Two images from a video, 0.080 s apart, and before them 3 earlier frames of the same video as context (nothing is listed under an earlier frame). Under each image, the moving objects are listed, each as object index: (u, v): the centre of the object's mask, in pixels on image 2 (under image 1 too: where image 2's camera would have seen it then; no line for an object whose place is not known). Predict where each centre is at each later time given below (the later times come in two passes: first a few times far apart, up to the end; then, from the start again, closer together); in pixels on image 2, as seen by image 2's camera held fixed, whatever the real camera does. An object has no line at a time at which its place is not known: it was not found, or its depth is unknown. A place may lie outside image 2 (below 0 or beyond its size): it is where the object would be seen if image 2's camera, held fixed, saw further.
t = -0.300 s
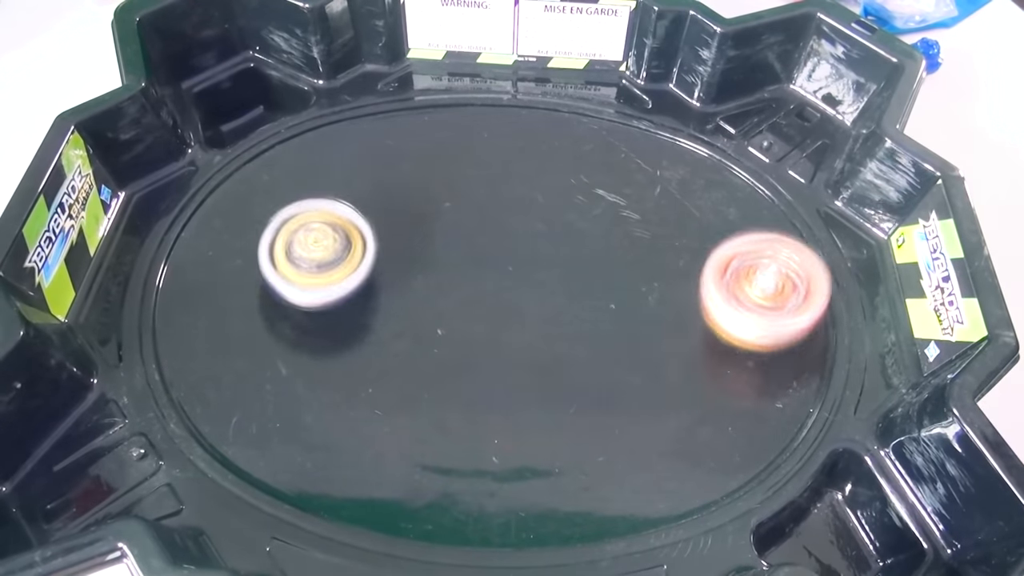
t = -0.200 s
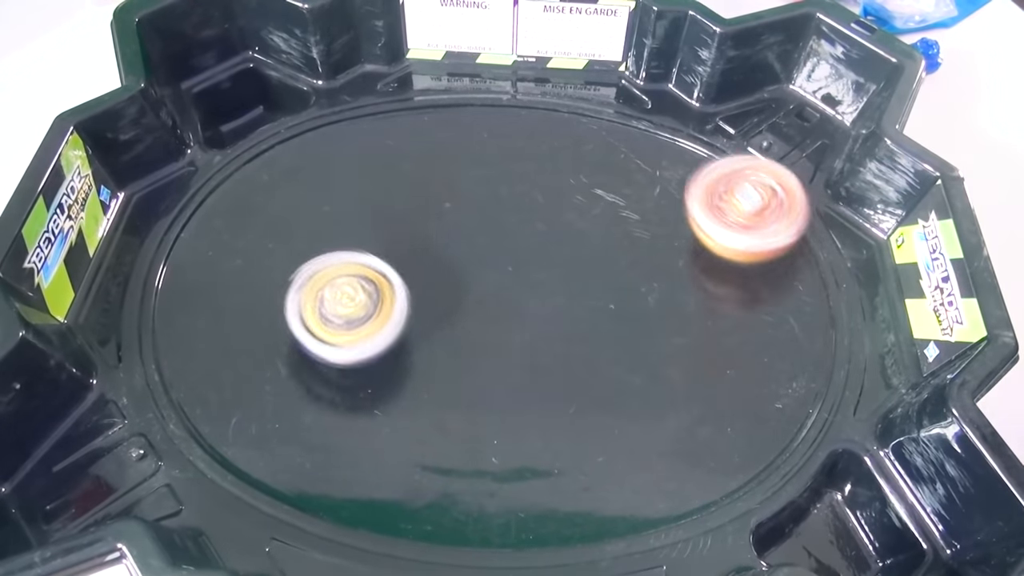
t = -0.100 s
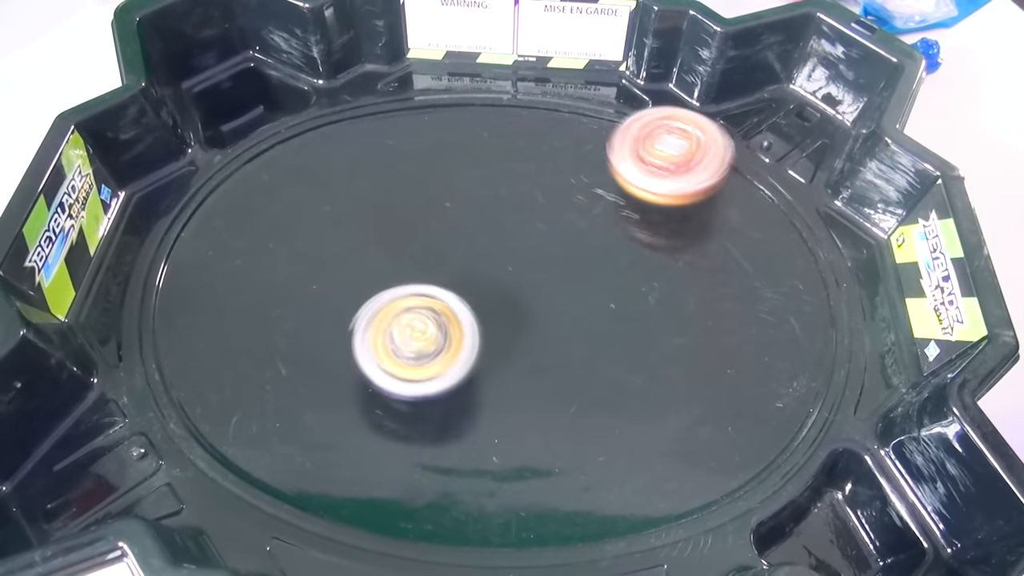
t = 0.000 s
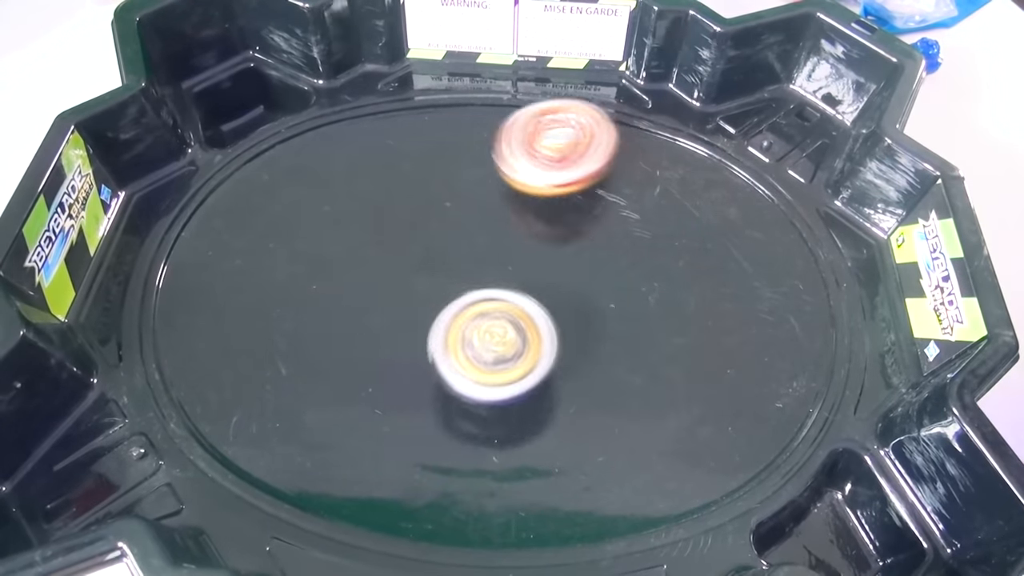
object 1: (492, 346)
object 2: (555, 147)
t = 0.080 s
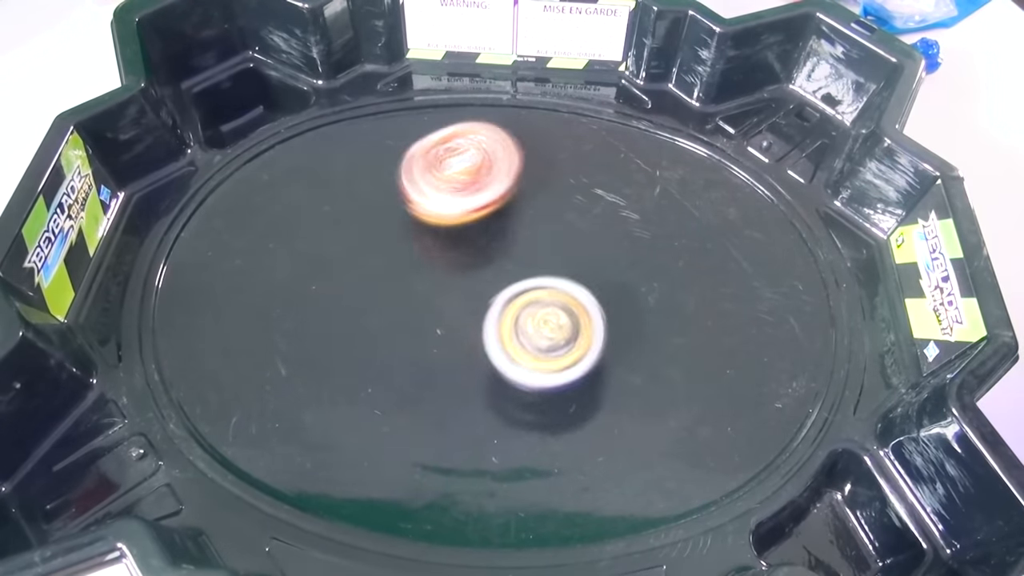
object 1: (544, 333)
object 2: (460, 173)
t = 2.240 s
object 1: (427, 395)
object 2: (302, 143)
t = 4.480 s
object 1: (538, 336)
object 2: (449, 174)
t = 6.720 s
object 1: (487, 302)
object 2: (624, 167)
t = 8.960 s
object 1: (410, 257)
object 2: (587, 320)
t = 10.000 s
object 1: (529, 256)
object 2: (576, 361)
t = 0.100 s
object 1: (555, 328)
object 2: (438, 185)
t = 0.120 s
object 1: (565, 323)
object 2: (416, 198)
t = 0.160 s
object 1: (582, 311)
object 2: (377, 231)
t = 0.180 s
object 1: (590, 305)
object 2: (361, 249)
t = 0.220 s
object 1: (603, 290)
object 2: (339, 288)
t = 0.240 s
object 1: (608, 283)
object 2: (332, 310)
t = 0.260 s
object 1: (613, 275)
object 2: (328, 333)
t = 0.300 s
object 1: (620, 260)
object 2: (333, 380)
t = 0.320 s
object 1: (622, 252)
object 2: (343, 403)
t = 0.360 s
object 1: (622, 238)
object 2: (373, 445)
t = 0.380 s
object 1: (620, 232)
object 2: (392, 462)
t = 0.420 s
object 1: (614, 219)
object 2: (441, 489)
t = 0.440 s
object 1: (609, 213)
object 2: (470, 499)
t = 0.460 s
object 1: (603, 208)
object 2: (501, 505)
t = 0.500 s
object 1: (588, 202)
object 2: (566, 509)
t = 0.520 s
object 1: (579, 199)
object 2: (599, 507)
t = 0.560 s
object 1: (560, 197)
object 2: (665, 490)
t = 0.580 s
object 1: (550, 197)
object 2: (694, 476)
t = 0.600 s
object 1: (539, 199)
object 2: (719, 461)
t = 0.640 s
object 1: (517, 205)
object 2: (752, 424)
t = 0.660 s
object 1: (507, 211)
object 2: (761, 404)
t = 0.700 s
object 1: (489, 224)
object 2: (770, 364)
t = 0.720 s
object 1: (481, 232)
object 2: (769, 343)
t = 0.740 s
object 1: (474, 241)
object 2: (765, 323)
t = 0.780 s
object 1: (463, 261)
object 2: (749, 285)
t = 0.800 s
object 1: (459, 271)
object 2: (736, 266)
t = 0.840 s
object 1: (456, 291)
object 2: (703, 232)
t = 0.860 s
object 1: (457, 300)
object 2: (684, 217)
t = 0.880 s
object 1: (458, 310)
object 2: (663, 204)
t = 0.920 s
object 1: (465, 327)
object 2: (618, 184)
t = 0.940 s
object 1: (470, 335)
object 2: (594, 177)
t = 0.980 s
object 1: (483, 348)
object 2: (545, 168)
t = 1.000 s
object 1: (490, 354)
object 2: (520, 166)
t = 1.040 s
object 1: (509, 366)
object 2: (470, 166)
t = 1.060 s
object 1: (519, 370)
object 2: (445, 167)
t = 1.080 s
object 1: (529, 374)
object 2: (420, 171)
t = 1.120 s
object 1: (550, 379)
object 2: (372, 181)
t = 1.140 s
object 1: (561, 379)
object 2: (348, 189)
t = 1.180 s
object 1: (584, 378)
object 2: (302, 210)
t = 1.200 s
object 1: (595, 376)
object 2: (279, 224)
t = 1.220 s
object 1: (605, 374)
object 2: (258, 239)
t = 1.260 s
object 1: (625, 367)
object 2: (223, 274)
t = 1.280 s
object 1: (633, 362)
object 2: (210, 293)
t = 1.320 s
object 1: (646, 350)
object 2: (192, 333)
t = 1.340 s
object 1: (651, 342)
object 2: (188, 354)
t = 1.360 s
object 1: (653, 334)
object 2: (188, 374)
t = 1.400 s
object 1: (654, 318)
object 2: (200, 415)
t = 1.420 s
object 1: (652, 310)
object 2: (215, 433)
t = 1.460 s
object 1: (642, 295)
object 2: (270, 460)
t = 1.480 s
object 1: (635, 288)
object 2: (302, 470)
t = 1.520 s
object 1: (618, 275)
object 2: (364, 484)
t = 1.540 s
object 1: (608, 271)
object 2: (396, 486)
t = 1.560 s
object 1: (598, 266)
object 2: (426, 485)
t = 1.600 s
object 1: (574, 259)
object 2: (485, 475)
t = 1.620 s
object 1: (562, 257)
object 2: (512, 467)
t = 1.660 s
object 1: (537, 255)
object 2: (561, 444)
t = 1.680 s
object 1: (524, 256)
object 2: (584, 430)
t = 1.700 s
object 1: (512, 257)
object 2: (603, 413)
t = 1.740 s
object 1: (489, 261)
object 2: (632, 376)
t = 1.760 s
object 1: (478, 263)
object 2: (641, 356)
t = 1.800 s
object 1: (457, 270)
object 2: (650, 314)
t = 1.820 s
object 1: (447, 274)
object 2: (650, 294)
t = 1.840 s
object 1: (438, 277)
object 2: (647, 275)
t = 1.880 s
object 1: (422, 287)
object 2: (633, 236)
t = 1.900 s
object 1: (415, 292)
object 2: (623, 219)
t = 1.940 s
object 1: (404, 304)
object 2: (596, 187)
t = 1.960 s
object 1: (399, 310)
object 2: (580, 173)
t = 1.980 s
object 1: (395, 317)
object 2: (563, 161)
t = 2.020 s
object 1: (388, 331)
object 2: (525, 142)
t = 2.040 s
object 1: (386, 338)
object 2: (505, 135)
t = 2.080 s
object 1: (384, 353)
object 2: (464, 125)
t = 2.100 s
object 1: (385, 360)
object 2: (443, 122)
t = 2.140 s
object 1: (391, 373)
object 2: (400, 121)
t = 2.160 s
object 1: (396, 379)
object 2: (380, 122)
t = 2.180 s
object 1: (402, 384)
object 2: (359, 125)
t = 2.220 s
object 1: (418, 392)
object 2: (320, 135)
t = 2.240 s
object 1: (427, 395)
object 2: (302, 143)
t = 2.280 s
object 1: (447, 395)
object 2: (270, 163)
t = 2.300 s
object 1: (458, 393)
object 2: (256, 176)
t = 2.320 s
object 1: (467, 390)
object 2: (244, 190)
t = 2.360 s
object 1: (486, 381)
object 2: (225, 222)
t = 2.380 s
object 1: (495, 375)
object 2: (219, 240)
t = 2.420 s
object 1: (510, 362)
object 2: (216, 277)
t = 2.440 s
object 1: (516, 354)
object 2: (220, 296)
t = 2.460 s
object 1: (520, 346)
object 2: (226, 316)
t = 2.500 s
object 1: (525, 327)
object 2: (250, 354)
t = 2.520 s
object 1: (526, 318)
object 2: (267, 371)
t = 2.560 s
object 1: (523, 300)
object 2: (309, 401)
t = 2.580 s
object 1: (520, 293)
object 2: (335, 412)
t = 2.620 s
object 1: (509, 279)
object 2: (392, 429)
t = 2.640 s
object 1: (504, 272)
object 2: (422, 434)
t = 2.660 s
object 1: (498, 266)
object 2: (454, 435)
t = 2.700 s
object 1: (486, 254)
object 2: (514, 432)
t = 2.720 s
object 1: (479, 249)
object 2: (543, 427)
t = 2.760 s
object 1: (465, 242)
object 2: (597, 411)
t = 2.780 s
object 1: (457, 240)
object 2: (622, 401)
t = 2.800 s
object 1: (449, 238)
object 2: (644, 387)
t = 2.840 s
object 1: (432, 234)
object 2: (682, 356)
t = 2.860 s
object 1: (424, 234)
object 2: (697, 339)
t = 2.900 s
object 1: (407, 233)
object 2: (718, 301)
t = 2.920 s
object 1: (399, 235)
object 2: (724, 282)
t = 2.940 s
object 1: (391, 236)
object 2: (727, 264)
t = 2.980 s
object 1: (376, 242)
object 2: (724, 227)
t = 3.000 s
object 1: (368, 245)
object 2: (719, 210)
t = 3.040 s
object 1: (357, 255)
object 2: (703, 180)
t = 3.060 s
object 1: (352, 261)
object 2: (692, 167)
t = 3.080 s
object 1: (349, 267)
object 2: (680, 155)
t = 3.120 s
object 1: (347, 280)
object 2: (651, 135)
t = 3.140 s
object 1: (348, 287)
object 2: (635, 128)
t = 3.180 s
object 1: (355, 301)
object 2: (599, 118)
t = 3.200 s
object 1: (361, 307)
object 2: (579, 115)
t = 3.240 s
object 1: (376, 317)
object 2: (539, 114)
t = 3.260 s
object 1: (386, 321)
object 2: (519, 115)
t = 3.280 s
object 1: (396, 324)
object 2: (499, 118)
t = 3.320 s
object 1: (418, 328)
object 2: (460, 129)
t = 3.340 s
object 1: (429, 328)
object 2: (441, 137)
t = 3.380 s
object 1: (453, 326)
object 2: (404, 157)
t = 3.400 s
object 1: (463, 324)
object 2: (387, 169)
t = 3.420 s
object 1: (475, 321)
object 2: (371, 183)
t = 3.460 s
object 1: (493, 313)
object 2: (346, 215)
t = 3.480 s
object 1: (500, 308)
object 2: (336, 232)
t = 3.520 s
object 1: (513, 298)
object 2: (323, 270)
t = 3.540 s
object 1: (519, 293)
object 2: (320, 290)
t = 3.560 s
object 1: (525, 287)
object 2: (320, 311)
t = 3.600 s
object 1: (536, 278)
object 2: (330, 351)
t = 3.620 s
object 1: (540, 273)
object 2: (339, 371)
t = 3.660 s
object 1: (547, 262)
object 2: (367, 407)
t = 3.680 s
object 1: (548, 256)
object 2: (384, 423)
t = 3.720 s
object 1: (547, 245)
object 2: (426, 448)
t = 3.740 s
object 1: (545, 238)
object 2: (451, 458)
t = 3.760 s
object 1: (542, 233)
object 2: (476, 466)
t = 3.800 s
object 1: (534, 223)
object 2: (528, 475)
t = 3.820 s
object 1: (530, 219)
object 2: (555, 478)
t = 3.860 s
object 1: (518, 213)
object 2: (608, 475)
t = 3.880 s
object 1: (511, 211)
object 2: (634, 471)
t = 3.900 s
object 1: (503, 211)
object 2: (657, 465)
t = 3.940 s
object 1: (488, 212)
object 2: (698, 447)
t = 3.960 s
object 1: (481, 214)
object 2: (715, 435)
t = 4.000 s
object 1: (468, 220)
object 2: (741, 408)
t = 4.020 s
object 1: (462, 224)
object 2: (751, 393)
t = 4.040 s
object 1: (456, 230)
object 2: (758, 377)
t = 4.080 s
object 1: (449, 242)
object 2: (765, 344)
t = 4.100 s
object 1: (446, 249)
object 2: (765, 327)
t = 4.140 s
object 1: (443, 264)
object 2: (758, 295)
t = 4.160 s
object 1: (443, 272)
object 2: (751, 279)
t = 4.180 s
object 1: (445, 280)
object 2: (742, 263)
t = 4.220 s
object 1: (451, 292)
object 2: (716, 235)
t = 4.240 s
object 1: (455, 297)
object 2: (701, 222)
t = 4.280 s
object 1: (465, 307)
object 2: (667, 200)
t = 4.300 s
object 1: (470, 312)
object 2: (647, 191)
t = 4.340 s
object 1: (481, 321)
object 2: (605, 178)
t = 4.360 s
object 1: (488, 325)
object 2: (584, 173)
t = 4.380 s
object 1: (495, 329)
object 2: (561, 170)
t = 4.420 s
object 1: (512, 334)
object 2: (517, 168)
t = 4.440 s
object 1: (521, 335)
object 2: (494, 169)
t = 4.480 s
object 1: (538, 336)
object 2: (449, 174)
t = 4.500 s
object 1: (547, 337)
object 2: (428, 179)
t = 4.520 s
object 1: (556, 336)
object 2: (406, 185)
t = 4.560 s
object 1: (573, 333)
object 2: (365, 200)
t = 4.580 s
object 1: (580, 330)
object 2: (346, 210)
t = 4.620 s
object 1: (593, 324)
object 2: (311, 233)
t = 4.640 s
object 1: (599, 320)
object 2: (295, 246)
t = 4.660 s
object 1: (604, 315)
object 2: (281, 260)
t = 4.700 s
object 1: (610, 305)
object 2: (259, 292)
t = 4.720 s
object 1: (611, 299)
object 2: (252, 309)
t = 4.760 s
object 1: (610, 288)
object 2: (244, 344)
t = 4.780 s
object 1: (608, 283)
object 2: (244, 362)
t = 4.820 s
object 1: (601, 274)
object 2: (251, 394)
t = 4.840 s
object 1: (595, 270)
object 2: (259, 409)
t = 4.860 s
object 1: (589, 266)
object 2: (269, 422)
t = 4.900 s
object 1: (574, 261)
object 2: (297, 446)
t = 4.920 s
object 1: (565, 260)
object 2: (314, 456)
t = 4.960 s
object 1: (546, 259)
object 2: (356, 470)
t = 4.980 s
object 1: (537, 260)
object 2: (378, 475)
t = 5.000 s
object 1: (527, 262)
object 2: (402, 477)
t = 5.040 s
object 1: (510, 267)
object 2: (449, 476)
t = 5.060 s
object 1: (503, 271)
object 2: (472, 472)
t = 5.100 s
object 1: (491, 279)
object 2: (516, 459)
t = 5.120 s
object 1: (485, 284)
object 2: (537, 450)
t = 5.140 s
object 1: (479, 289)
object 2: (557, 440)
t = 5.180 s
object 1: (468, 299)
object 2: (591, 415)
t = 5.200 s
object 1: (463, 304)
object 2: (605, 401)
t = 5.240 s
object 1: (454, 314)
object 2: (627, 369)
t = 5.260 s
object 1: (450, 321)
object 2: (633, 353)
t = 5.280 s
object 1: (449, 326)
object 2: (638, 335)
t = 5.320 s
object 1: (449, 340)
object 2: (640, 300)
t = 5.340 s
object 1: (451, 346)
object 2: (638, 283)
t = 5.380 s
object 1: (457, 357)
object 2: (628, 250)
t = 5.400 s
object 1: (461, 362)
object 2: (619, 235)
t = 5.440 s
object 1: (473, 368)
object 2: (598, 207)
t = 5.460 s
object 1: (481, 370)
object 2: (585, 194)
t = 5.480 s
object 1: (487, 372)
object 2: (572, 183)
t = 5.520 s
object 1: (503, 372)
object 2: (541, 165)
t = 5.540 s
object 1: (510, 371)
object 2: (525, 157)
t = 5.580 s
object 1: (524, 366)
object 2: (491, 146)
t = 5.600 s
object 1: (530, 362)
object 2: (473, 142)
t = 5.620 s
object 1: (536, 358)
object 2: (455, 140)
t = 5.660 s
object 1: (542, 347)
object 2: (418, 139)
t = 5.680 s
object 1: (544, 341)
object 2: (400, 141)
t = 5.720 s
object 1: (545, 329)
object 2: (367, 148)
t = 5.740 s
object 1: (544, 323)
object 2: (351, 153)
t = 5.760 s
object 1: (542, 317)
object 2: (337, 160)
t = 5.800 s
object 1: (537, 306)
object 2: (311, 176)
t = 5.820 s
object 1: (534, 301)
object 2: (300, 186)
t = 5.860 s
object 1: (523, 292)
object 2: (281, 211)
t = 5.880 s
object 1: (517, 289)
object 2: (274, 224)
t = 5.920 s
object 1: (503, 283)
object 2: (266, 253)
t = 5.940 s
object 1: (496, 281)
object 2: (265, 269)
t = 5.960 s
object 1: (489, 278)
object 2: (267, 285)
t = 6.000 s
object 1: (475, 273)
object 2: (278, 316)
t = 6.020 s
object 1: (468, 270)
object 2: (287, 331)
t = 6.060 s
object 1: (455, 266)
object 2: (313, 359)
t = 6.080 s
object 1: (448, 265)
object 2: (328, 371)
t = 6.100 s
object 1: (440, 265)
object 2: (345, 382)
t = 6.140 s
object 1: (426, 267)
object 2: (386, 399)
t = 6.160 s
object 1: (419, 269)
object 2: (408, 405)
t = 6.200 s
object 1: (407, 275)
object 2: (454, 412)
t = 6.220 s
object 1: (401, 279)
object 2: (477, 413)
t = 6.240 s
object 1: (397, 282)
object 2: (501, 413)
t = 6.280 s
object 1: (390, 291)
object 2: (547, 407)
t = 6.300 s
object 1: (388, 296)
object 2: (569, 401)
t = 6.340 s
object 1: (387, 305)
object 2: (611, 386)
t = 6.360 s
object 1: (388, 310)
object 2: (629, 376)
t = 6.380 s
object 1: (390, 315)
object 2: (645, 365)
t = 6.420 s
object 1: (398, 323)
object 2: (672, 339)
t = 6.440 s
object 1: (403, 326)
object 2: (682, 326)
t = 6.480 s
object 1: (416, 330)
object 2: (696, 298)
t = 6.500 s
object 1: (422, 331)
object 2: (699, 284)
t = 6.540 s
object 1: (437, 331)
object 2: (701, 258)
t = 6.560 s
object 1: (445, 330)
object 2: (699, 244)
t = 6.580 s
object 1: (453, 328)
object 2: (694, 232)
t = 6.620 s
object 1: (466, 323)
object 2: (682, 208)
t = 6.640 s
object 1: (473, 319)
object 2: (673, 198)
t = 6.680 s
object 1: (482, 311)
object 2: (651, 180)
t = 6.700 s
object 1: (485, 306)
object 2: (638, 173)
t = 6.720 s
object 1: (487, 302)
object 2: (624, 167)
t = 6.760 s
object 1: (490, 293)
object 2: (594, 159)
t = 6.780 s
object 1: (491, 287)
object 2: (578, 156)
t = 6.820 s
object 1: (492, 278)
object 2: (546, 156)
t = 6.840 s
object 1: (493, 274)
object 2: (530, 157)
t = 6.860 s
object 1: (493, 269)
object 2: (514, 160)
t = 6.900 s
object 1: (493, 268)
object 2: (483, 164)
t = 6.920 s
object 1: (490, 275)
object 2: (468, 162)
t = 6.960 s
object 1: (487, 287)
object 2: (441, 167)
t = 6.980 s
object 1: (486, 292)
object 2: (428, 173)
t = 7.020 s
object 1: (485, 304)
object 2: (403, 189)
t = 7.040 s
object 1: (485, 311)
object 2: (391, 198)
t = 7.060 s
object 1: (485, 317)
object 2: (381, 209)
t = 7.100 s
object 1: (488, 328)
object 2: (363, 232)
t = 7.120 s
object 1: (492, 334)
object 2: (356, 244)
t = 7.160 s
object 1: (503, 344)
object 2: (346, 271)
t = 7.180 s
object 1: (510, 347)
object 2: (344, 285)
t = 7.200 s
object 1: (517, 351)
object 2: (343, 299)
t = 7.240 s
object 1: (531, 356)
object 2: (346, 327)
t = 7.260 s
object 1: (538, 356)
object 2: (350, 340)
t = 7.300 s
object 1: (552, 356)
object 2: (363, 365)
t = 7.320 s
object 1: (558, 354)
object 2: (374, 378)
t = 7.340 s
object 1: (565, 352)
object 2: (384, 388)
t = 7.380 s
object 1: (575, 346)
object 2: (410, 408)
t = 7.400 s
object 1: (579, 343)
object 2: (425, 415)
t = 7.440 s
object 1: (585, 334)
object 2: (457, 426)
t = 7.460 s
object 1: (586, 329)
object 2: (475, 430)
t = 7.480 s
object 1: (587, 325)
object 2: (492, 433)
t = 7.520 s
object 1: (584, 314)
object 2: (529, 434)
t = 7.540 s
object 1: (582, 309)
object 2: (546, 433)
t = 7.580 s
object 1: (574, 299)
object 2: (580, 426)
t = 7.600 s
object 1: (568, 294)
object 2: (596, 420)
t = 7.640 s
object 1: (555, 286)
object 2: (623, 405)
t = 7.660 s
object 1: (548, 283)
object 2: (635, 395)
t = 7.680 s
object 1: (540, 281)
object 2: (644, 385)
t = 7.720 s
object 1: (524, 279)
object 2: (659, 362)
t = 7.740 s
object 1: (516, 279)
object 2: (662, 349)
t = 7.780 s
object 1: (501, 280)
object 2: (666, 324)
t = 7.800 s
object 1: (493, 281)
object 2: (664, 312)
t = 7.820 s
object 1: (484, 282)
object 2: (661, 300)
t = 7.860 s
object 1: (469, 283)
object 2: (650, 276)
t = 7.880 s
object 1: (462, 284)
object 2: (643, 266)
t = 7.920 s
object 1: (446, 286)
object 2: (625, 246)
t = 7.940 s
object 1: (438, 287)
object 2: (614, 237)
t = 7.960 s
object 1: (431, 290)
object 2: (602, 229)
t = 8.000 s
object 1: (420, 297)
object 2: (578, 216)
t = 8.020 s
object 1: (415, 302)
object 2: (564, 211)
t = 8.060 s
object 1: (407, 312)
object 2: (537, 203)
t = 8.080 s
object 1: (405, 317)
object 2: (522, 201)
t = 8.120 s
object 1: (404, 326)
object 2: (493, 198)
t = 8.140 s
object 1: (405, 330)
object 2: (478, 198)
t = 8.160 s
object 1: (406, 335)
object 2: (464, 199)
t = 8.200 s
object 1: (411, 343)
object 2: (435, 203)
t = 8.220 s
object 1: (414, 346)
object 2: (422, 207)
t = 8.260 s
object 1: (423, 350)
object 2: (396, 216)
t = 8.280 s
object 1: (429, 352)
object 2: (383, 222)
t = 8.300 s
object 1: (434, 353)
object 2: (371, 228)
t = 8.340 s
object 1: (446, 353)
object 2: (350, 244)
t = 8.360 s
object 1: (452, 351)
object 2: (341, 253)
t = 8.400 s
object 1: (464, 345)
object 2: (327, 272)
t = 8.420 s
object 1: (469, 342)
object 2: (323, 283)
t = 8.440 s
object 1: (474, 338)
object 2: (319, 295)
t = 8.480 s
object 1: (482, 329)
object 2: (318, 318)
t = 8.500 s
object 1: (485, 324)
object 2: (320, 329)
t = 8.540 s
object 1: (489, 313)
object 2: (332, 351)
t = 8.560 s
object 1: (487, 307)
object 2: (339, 360)
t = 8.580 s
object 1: (486, 302)
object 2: (349, 369)
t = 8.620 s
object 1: (482, 291)
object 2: (373, 383)
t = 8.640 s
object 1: (479, 286)
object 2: (386, 388)
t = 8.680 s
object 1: (474, 276)
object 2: (415, 394)
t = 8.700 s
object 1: (472, 271)
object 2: (431, 396)
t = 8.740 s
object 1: (467, 261)
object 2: (463, 394)
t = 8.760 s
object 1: (463, 257)
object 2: (478, 392)
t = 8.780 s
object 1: (459, 254)
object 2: (493, 389)
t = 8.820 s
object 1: (447, 250)
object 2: (521, 379)
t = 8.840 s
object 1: (441, 249)
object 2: (534, 372)
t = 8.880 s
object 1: (430, 249)
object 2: (557, 357)
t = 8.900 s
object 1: (424, 250)
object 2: (566, 349)
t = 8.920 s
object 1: (419, 252)
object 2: (574, 339)
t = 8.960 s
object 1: (410, 257)
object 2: (587, 320)
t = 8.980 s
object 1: (407, 260)
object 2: (591, 309)
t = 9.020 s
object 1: (403, 267)
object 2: (596, 288)
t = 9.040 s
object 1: (402, 271)
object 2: (596, 277)
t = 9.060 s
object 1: (402, 275)
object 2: (595, 267)
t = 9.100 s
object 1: (404, 284)
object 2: (588, 248)
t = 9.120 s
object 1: (407, 287)
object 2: (583, 238)
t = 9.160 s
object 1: (416, 295)
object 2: (571, 223)
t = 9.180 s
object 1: (421, 299)
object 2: (563, 215)
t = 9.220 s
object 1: (435, 304)
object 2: (546, 204)
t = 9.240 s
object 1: (442, 306)
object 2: (536, 199)
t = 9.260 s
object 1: (450, 307)
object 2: (526, 196)
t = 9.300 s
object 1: (463, 308)
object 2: (505, 192)
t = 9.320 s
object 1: (469, 307)
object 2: (494, 191)
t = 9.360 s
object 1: (479, 305)
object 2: (472, 192)
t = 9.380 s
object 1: (484, 303)
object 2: (461, 195)
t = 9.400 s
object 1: (489, 301)
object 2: (450, 198)
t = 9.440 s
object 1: (499, 298)
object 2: (432, 208)
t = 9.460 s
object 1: (503, 297)
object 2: (423, 214)
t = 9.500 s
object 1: (512, 294)
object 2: (410, 229)
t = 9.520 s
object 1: (517, 292)
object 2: (403, 237)
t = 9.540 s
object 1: (521, 291)
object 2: (398, 246)
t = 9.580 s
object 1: (530, 289)
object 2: (392, 265)
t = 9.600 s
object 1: (535, 289)
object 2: (391, 275)
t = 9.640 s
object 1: (543, 287)
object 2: (394, 295)
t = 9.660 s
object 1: (547, 285)
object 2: (396, 305)
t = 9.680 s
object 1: (551, 284)
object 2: (401, 314)
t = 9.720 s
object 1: (556, 278)
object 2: (415, 332)
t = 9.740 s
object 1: (557, 275)
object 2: (423, 339)
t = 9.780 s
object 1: (558, 269)
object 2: (444, 354)
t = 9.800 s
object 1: (558, 266)
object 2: (455, 359)
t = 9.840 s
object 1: (555, 260)
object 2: (479, 367)
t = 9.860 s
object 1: (553, 258)
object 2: (491, 369)
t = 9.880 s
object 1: (550, 256)
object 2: (503, 370)
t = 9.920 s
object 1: (544, 254)
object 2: (530, 371)
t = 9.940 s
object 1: (541, 254)
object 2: (542, 370)
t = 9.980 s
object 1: (533, 255)
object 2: (566, 364)
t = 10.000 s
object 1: (529, 256)
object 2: (576, 361)
